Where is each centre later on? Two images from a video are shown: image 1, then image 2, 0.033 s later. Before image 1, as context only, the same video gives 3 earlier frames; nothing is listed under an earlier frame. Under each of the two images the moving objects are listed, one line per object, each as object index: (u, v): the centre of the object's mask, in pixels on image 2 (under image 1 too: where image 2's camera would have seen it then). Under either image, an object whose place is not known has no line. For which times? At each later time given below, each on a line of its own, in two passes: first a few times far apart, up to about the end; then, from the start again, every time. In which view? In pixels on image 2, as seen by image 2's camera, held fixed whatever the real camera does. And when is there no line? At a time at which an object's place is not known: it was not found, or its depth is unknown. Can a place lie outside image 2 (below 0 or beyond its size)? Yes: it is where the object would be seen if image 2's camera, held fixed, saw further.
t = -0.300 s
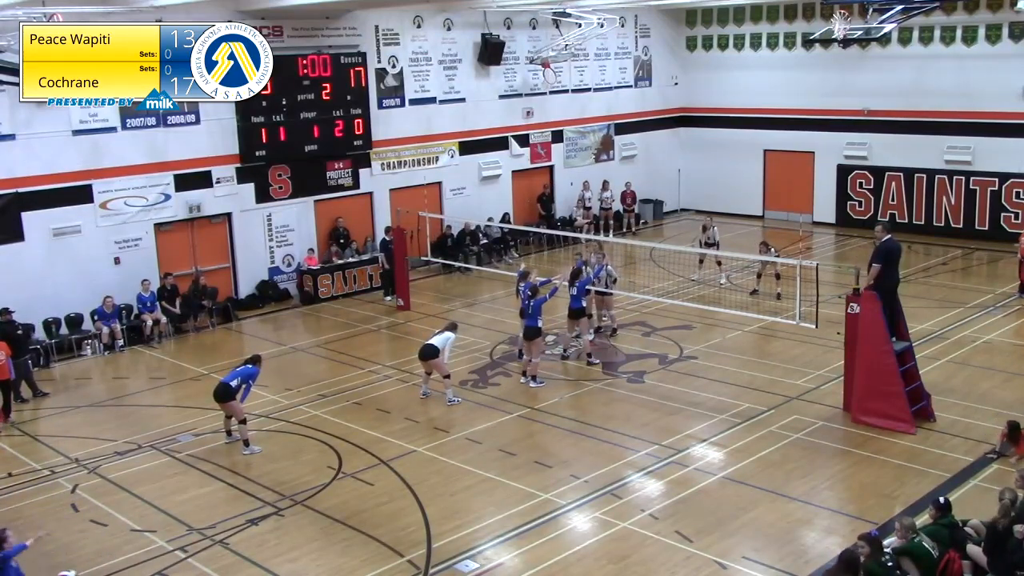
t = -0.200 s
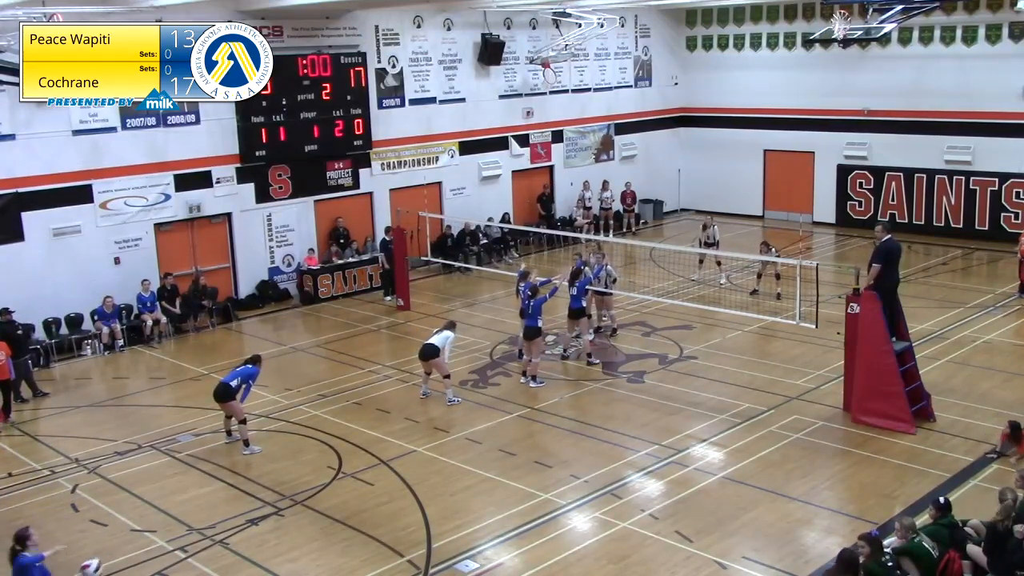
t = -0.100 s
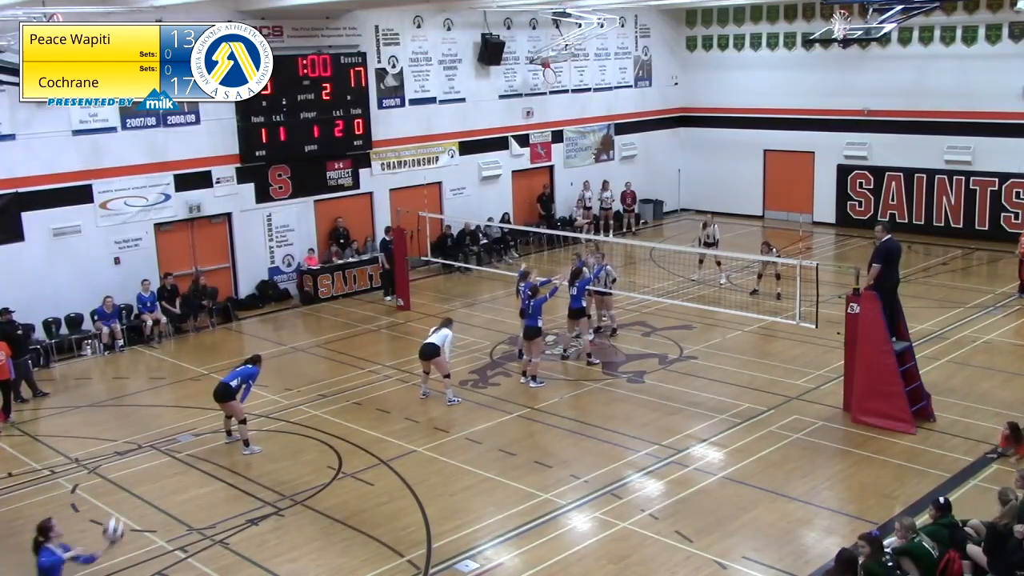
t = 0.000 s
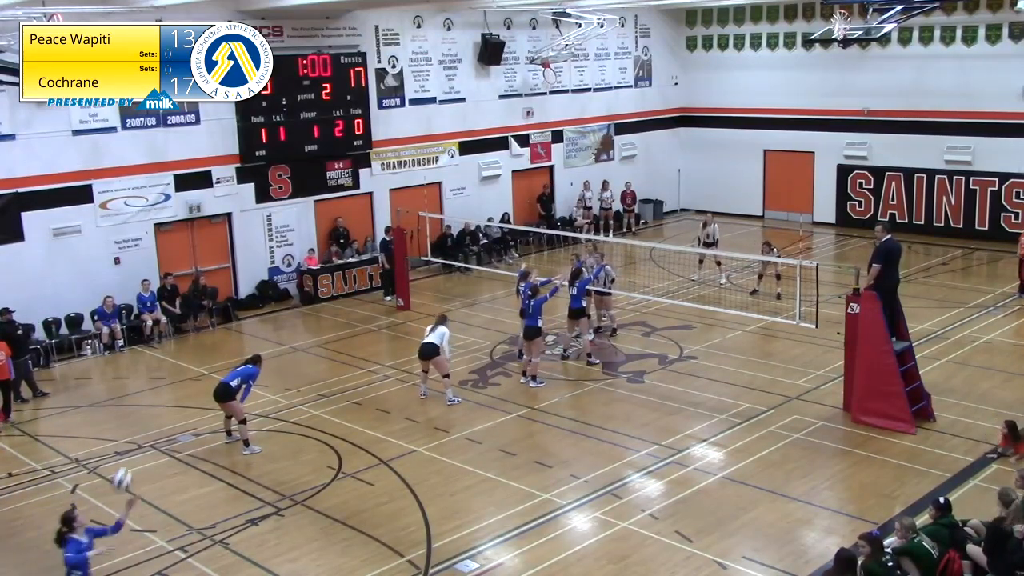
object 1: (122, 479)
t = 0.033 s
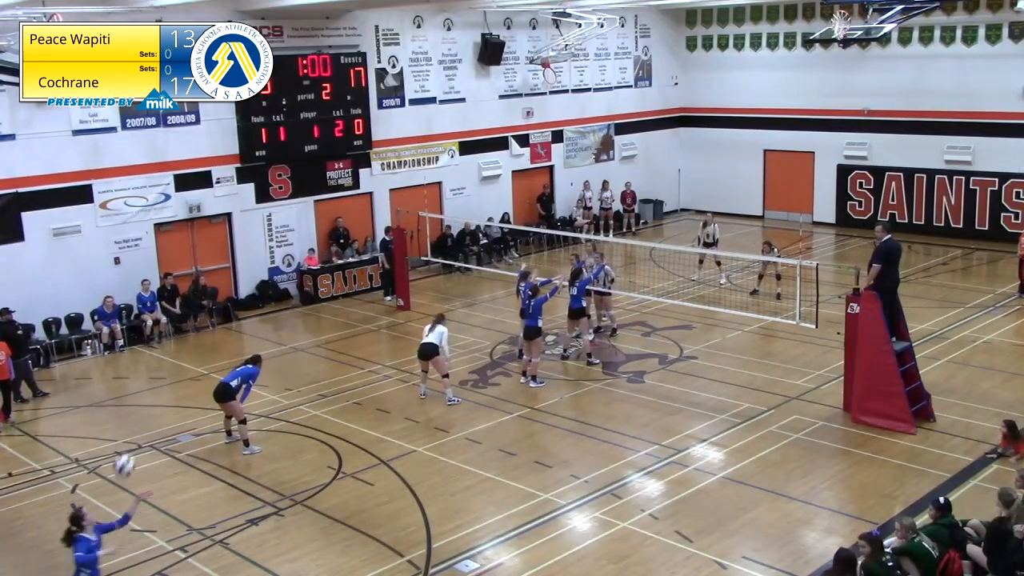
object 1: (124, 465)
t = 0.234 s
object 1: (142, 402)
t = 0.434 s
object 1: (165, 378)
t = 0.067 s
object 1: (127, 451)
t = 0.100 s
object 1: (130, 440)
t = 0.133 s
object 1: (133, 429)
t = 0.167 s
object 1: (136, 419)
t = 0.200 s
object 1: (139, 410)
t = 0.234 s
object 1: (142, 402)
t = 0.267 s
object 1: (145, 396)
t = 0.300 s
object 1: (149, 390)
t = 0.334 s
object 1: (153, 385)
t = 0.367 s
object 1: (157, 382)
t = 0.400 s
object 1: (161, 380)
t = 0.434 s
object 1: (165, 378)
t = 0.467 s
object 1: (169, 378)
